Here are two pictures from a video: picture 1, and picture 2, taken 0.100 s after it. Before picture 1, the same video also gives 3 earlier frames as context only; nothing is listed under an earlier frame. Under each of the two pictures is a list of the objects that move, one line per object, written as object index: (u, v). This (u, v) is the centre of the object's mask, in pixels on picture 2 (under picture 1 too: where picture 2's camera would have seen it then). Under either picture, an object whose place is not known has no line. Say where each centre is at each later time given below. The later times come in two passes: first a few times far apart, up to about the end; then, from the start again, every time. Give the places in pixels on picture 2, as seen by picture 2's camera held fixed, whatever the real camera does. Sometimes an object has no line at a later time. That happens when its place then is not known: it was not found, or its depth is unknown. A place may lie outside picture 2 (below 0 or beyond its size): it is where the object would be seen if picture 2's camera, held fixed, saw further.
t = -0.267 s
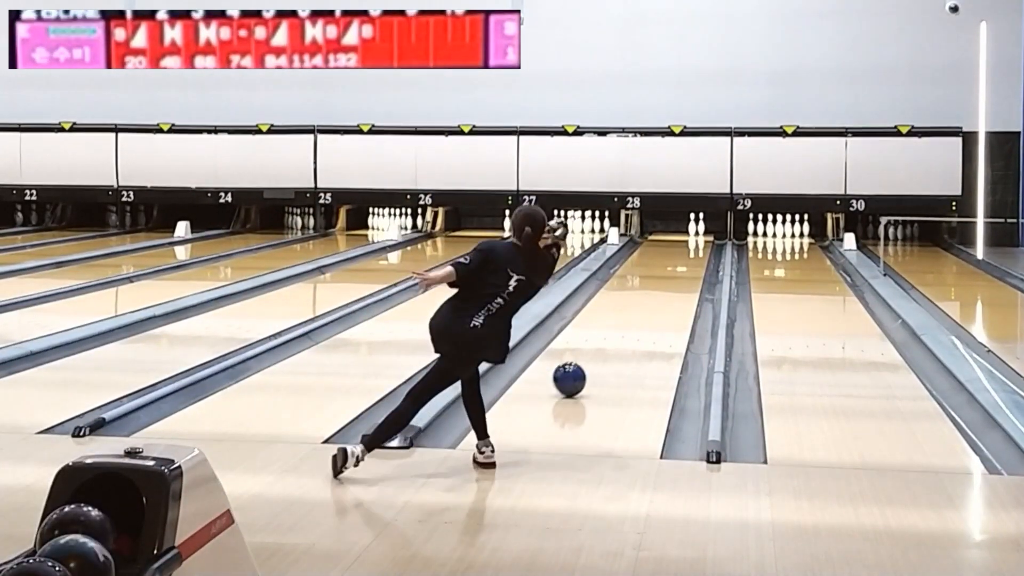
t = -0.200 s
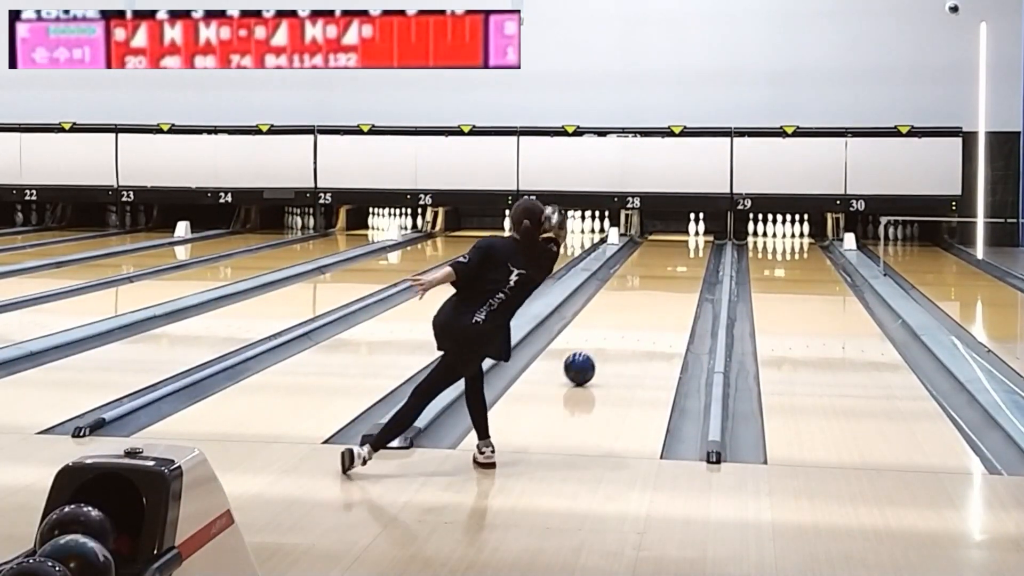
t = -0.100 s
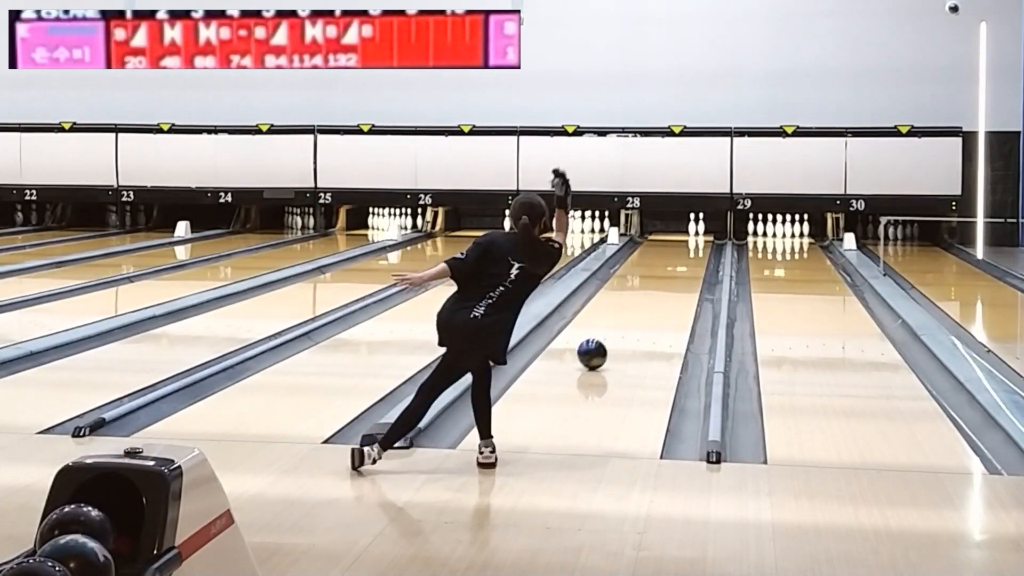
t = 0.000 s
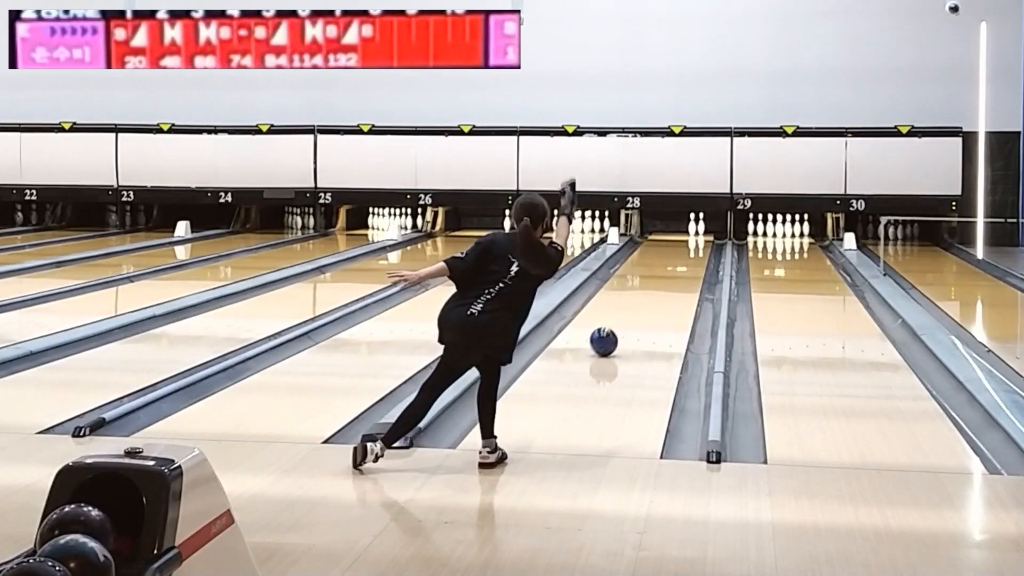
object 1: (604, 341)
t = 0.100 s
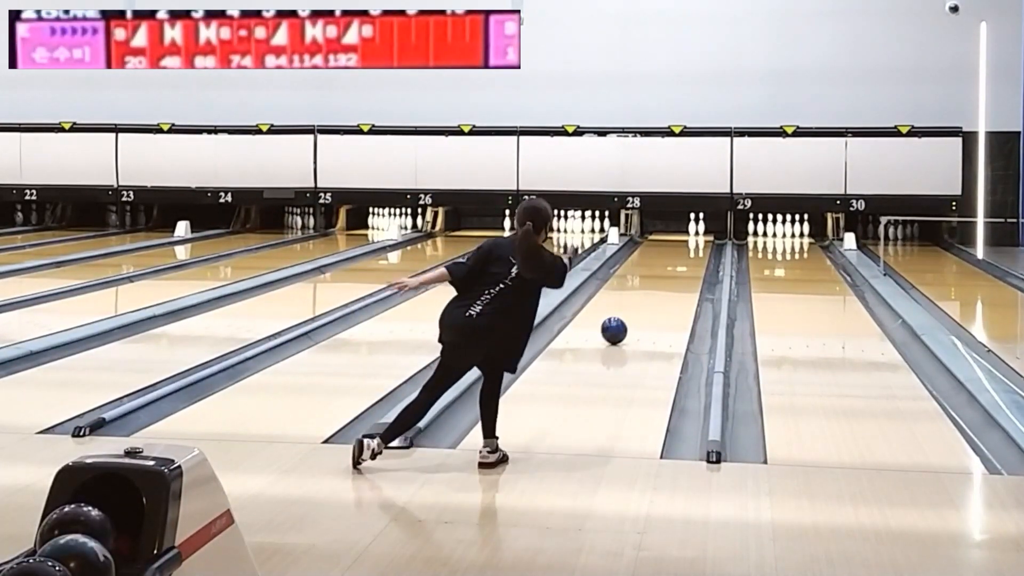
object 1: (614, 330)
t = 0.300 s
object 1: (631, 312)
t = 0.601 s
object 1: (650, 290)
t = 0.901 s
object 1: (665, 272)
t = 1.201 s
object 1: (676, 259)
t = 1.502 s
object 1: (685, 248)
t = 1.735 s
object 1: (690, 242)
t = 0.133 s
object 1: (617, 327)
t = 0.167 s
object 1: (620, 324)
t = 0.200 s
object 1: (623, 321)
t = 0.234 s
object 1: (625, 318)
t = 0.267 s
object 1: (628, 315)
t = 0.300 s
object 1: (631, 312)
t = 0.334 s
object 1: (633, 309)
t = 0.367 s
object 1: (635, 306)
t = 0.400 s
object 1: (638, 304)
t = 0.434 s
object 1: (640, 301)
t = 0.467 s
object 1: (642, 299)
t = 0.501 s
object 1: (644, 296)
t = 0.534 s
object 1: (646, 294)
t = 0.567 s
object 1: (648, 292)
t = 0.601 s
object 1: (650, 290)
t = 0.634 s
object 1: (652, 287)
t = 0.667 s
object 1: (654, 286)
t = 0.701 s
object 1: (656, 283)
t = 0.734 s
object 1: (658, 281)
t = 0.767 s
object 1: (659, 279)
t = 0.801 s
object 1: (660, 278)
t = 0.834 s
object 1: (662, 276)
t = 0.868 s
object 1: (664, 274)
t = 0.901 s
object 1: (665, 272)
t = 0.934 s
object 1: (666, 271)
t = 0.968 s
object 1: (668, 269)
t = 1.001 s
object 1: (669, 268)
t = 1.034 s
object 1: (671, 266)
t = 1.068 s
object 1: (672, 265)
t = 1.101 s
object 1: (673, 263)
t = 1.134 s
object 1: (674, 262)
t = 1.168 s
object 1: (675, 260)
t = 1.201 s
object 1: (676, 259)
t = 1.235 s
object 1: (678, 258)
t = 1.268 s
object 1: (679, 257)
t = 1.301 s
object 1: (680, 255)
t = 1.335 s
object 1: (681, 254)
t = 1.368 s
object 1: (682, 253)
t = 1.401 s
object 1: (683, 252)
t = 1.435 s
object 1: (683, 250)
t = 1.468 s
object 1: (684, 249)
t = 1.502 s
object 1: (685, 248)
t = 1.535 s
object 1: (686, 247)
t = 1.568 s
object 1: (687, 246)
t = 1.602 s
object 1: (687, 245)
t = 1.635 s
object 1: (688, 245)
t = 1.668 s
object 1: (689, 243)
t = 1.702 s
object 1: (689, 243)
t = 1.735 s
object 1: (690, 242)
